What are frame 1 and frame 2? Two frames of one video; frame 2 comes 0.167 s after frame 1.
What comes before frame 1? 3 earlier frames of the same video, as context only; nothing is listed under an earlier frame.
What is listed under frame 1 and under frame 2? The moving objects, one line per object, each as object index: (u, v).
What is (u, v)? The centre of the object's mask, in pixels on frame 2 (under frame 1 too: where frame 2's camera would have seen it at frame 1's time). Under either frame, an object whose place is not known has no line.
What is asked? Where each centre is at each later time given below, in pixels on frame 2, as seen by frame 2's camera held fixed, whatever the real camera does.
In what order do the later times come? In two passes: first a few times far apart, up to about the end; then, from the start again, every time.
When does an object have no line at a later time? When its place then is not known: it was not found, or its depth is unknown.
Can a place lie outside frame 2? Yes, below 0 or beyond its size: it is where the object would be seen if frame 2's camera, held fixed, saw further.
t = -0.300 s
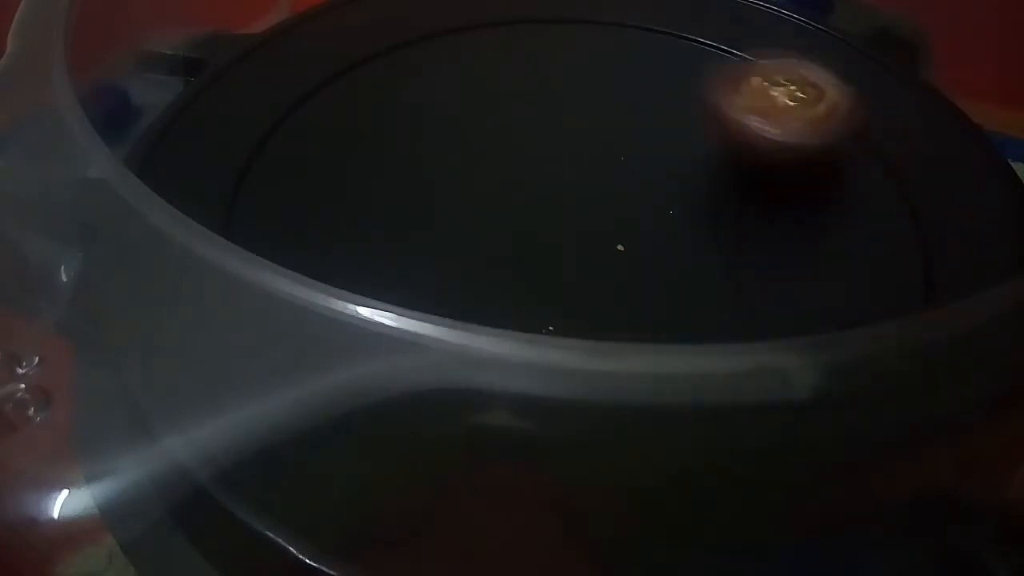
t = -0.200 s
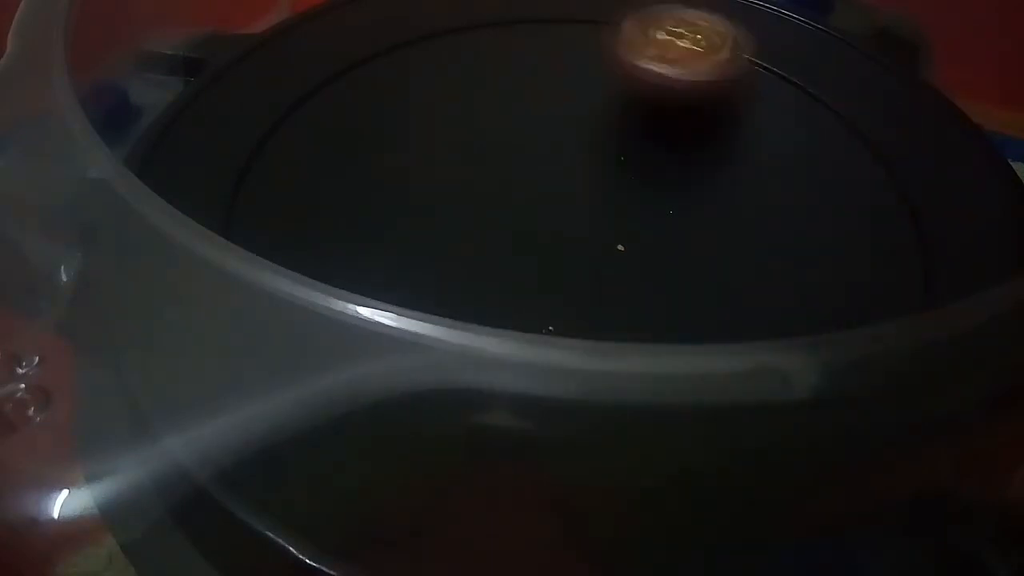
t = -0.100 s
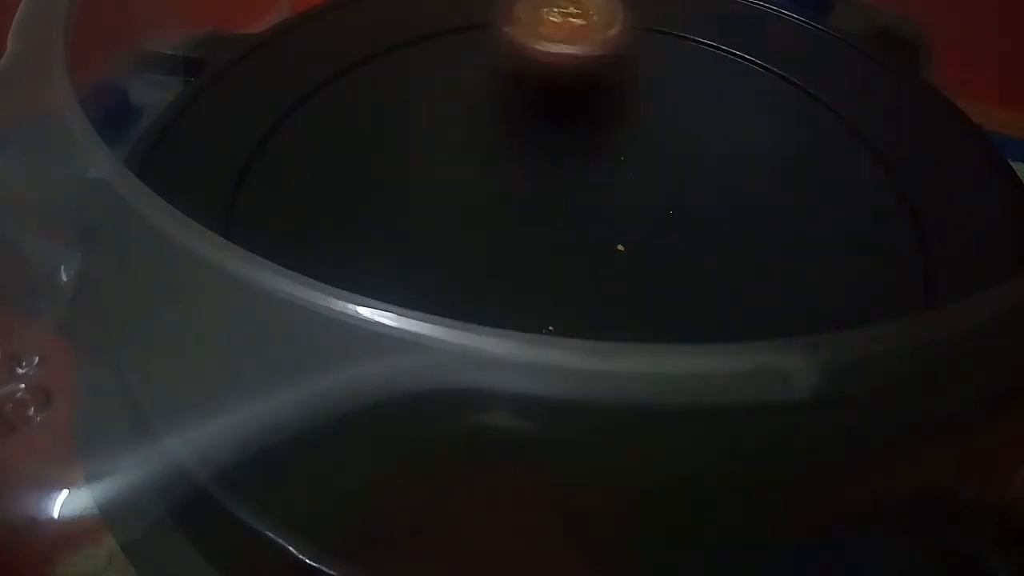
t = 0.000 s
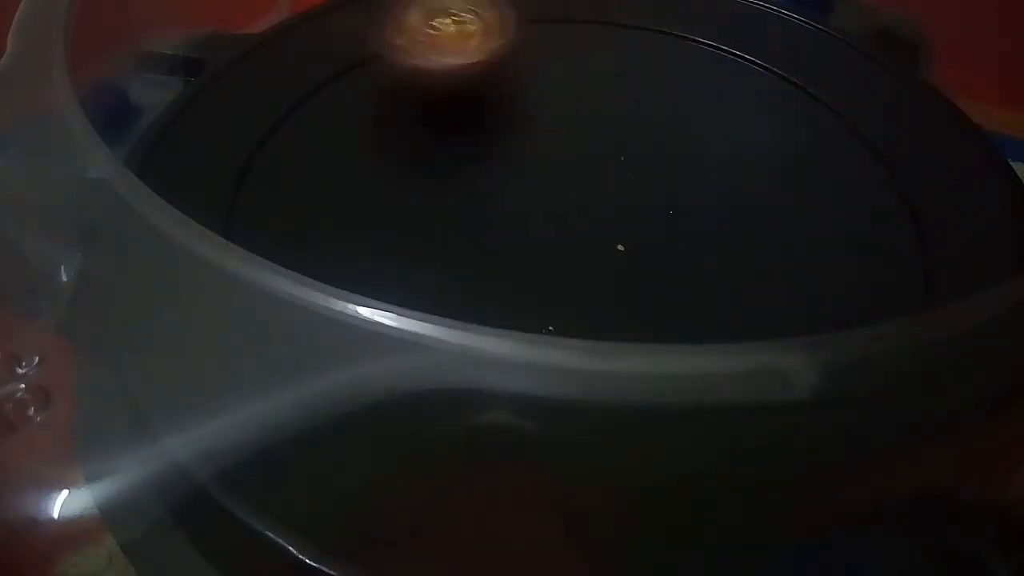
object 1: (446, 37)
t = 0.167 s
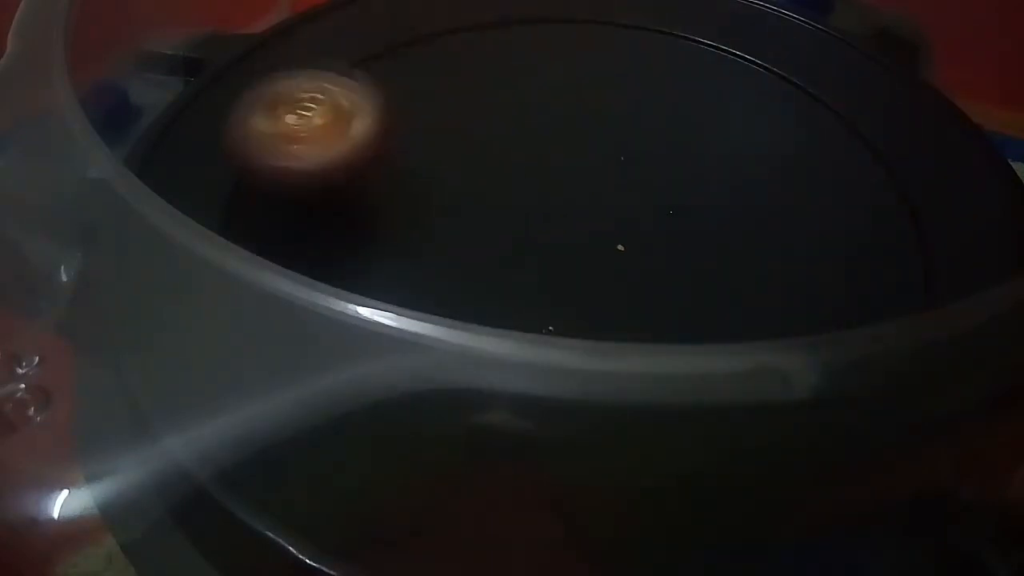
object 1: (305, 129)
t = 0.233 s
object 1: (290, 183)
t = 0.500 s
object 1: (594, 314)
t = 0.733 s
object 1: (813, 222)
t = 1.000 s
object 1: (670, 55)
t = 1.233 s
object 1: (436, 62)
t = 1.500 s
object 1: (369, 241)
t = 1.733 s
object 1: (648, 310)
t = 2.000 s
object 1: (785, 183)
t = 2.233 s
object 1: (639, 83)
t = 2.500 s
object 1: (453, 105)
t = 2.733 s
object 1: (449, 185)
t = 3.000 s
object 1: (556, 212)
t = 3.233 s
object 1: (591, 198)
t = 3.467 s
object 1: (576, 185)
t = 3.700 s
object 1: (558, 180)
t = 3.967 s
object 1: (559, 180)
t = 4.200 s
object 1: (565, 186)
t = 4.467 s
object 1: (561, 192)
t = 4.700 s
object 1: (557, 188)
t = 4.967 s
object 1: (559, 184)
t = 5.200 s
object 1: (561, 187)
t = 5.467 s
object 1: (562, 189)
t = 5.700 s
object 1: (561, 190)
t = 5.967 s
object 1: (561, 185)
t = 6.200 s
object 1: (561, 186)
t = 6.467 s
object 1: (560, 185)
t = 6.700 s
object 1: (560, 185)
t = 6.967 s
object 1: (561, 188)
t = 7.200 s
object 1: (560, 187)
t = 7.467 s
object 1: (560, 184)
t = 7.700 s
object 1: (561, 185)
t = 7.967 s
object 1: (560, 186)
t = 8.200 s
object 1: (560, 187)
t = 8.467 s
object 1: (559, 188)
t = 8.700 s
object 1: (560, 185)
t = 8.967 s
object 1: (561, 185)
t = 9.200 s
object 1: (562, 184)
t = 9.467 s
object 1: (559, 187)
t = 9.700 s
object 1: (559, 189)
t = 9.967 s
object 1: (559, 189)
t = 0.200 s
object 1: (293, 158)
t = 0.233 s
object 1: (290, 183)
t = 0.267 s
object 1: (303, 209)
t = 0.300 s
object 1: (325, 232)
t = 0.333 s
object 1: (353, 253)
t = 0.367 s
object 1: (392, 273)
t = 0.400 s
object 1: (437, 288)
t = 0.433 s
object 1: (489, 302)
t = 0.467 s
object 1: (542, 311)
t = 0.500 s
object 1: (594, 314)
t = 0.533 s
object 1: (644, 314)
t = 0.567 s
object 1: (690, 310)
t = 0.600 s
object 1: (729, 301)
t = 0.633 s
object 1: (761, 288)
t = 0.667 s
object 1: (789, 271)
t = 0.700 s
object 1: (805, 247)
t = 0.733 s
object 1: (813, 222)
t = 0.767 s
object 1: (813, 195)
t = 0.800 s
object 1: (806, 166)
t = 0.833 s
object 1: (794, 145)
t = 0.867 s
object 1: (779, 118)
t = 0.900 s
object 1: (756, 98)
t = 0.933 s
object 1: (731, 80)
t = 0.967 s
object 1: (702, 67)
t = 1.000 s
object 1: (670, 55)
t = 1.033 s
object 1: (637, 47)
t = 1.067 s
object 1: (604, 40)
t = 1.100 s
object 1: (571, 39)
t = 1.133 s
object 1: (536, 39)
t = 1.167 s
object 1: (502, 42)
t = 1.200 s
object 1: (468, 50)
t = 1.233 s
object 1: (436, 62)
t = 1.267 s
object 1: (407, 77)
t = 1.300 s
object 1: (384, 94)
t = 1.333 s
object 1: (364, 113)
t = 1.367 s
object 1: (350, 141)
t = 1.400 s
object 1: (341, 165)
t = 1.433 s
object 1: (339, 190)
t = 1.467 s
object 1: (348, 219)
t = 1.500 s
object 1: (369, 241)
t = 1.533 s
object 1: (396, 260)
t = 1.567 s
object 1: (431, 277)
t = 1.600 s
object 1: (470, 290)
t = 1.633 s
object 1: (514, 300)
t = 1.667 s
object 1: (560, 307)
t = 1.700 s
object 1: (604, 311)
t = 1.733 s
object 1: (648, 310)
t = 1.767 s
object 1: (687, 306)
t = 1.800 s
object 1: (722, 299)
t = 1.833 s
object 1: (753, 288)
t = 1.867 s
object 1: (774, 272)
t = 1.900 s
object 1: (788, 251)
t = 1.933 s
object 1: (793, 230)
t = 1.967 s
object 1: (792, 206)
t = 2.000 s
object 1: (785, 183)
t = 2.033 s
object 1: (773, 165)
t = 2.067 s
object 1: (757, 147)
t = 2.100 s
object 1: (737, 126)
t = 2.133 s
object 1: (715, 111)
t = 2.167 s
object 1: (690, 99)
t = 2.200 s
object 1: (666, 91)
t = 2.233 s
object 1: (639, 83)
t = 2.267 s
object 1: (613, 77)
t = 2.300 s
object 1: (586, 72)
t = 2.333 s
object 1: (560, 73)
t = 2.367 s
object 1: (535, 74)
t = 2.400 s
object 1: (511, 79)
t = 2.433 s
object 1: (489, 85)
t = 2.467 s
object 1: (469, 93)
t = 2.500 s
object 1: (453, 105)
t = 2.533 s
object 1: (440, 116)
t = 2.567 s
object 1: (431, 127)
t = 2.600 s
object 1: (427, 139)
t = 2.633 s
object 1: (427, 152)
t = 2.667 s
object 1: (432, 164)
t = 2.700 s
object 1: (439, 174)
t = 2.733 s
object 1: (449, 185)
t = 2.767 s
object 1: (461, 193)
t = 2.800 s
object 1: (475, 200)
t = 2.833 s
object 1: (490, 205)
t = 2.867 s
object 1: (504, 208)
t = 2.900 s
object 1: (518, 211)
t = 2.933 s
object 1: (532, 210)
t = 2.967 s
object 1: (544, 212)
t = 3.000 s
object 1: (556, 212)
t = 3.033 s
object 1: (565, 210)
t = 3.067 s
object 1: (573, 209)
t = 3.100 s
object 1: (580, 206)
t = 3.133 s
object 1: (586, 206)
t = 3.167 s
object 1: (588, 203)
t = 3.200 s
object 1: (590, 200)
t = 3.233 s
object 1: (591, 198)
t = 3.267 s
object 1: (592, 194)
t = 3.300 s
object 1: (591, 192)
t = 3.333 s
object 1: (588, 191)
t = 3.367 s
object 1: (586, 189)
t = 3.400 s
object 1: (583, 186)
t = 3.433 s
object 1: (579, 186)
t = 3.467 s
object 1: (576, 185)
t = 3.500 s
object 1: (573, 184)
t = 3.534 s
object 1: (569, 181)
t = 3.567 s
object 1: (566, 182)
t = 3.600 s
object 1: (563, 181)
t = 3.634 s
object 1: (561, 181)
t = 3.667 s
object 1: (559, 181)
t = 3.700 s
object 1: (558, 180)
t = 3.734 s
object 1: (557, 179)
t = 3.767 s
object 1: (556, 180)
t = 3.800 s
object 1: (556, 180)
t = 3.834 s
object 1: (556, 179)
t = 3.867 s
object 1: (556, 180)
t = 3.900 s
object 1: (557, 179)
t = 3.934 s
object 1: (558, 181)
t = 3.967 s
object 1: (559, 180)
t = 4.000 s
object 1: (560, 182)
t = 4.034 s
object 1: (561, 182)
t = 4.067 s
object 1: (562, 184)
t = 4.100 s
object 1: (563, 184)
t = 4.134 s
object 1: (563, 185)
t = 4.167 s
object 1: (564, 186)
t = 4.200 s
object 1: (565, 186)
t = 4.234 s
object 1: (564, 189)
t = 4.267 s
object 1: (564, 190)
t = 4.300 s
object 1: (565, 189)
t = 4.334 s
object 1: (564, 191)
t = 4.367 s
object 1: (564, 192)
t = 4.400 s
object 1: (563, 192)
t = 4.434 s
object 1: (562, 193)
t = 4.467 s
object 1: (561, 192)
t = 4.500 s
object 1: (561, 192)
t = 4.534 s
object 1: (560, 192)
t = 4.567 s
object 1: (559, 190)
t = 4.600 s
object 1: (559, 190)
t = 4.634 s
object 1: (558, 189)
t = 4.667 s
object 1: (558, 189)
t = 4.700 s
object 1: (557, 188)
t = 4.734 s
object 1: (557, 189)
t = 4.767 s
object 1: (558, 188)
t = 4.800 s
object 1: (557, 186)
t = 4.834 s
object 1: (557, 187)
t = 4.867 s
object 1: (558, 187)
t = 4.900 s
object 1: (558, 186)
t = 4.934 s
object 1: (559, 185)
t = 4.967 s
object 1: (559, 184)
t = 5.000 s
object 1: (560, 184)
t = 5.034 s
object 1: (560, 184)
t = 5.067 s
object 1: (560, 185)
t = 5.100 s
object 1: (561, 186)
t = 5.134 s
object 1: (561, 186)
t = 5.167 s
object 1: (561, 187)
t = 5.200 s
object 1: (561, 187)
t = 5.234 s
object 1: (561, 187)
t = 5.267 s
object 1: (561, 186)
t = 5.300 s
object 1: (561, 187)
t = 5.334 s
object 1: (561, 188)
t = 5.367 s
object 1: (562, 187)
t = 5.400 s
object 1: (562, 189)
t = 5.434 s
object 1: (562, 189)
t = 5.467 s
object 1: (562, 189)
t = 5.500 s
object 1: (562, 189)
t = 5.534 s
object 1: (562, 190)
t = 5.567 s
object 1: (561, 190)
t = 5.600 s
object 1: (561, 191)
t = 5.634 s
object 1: (561, 190)
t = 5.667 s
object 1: (561, 190)
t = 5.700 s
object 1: (561, 190)
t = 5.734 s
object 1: (560, 189)
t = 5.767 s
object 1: (560, 189)
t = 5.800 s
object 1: (560, 190)
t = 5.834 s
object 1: (561, 189)
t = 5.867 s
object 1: (561, 188)
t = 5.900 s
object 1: (561, 188)
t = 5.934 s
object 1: (561, 188)
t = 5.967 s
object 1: (561, 185)
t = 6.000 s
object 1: (561, 187)
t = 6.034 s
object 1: (561, 187)
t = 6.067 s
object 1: (561, 186)
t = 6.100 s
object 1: (561, 186)
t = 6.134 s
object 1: (561, 185)
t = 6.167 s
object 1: (561, 183)
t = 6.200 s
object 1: (561, 186)
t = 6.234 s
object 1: (561, 186)
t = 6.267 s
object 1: (561, 185)
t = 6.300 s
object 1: (561, 186)
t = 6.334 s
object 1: (561, 186)
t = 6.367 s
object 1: (560, 185)
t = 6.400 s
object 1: (560, 186)
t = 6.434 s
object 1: (560, 184)
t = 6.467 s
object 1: (560, 185)
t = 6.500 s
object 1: (560, 185)
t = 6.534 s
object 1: (560, 184)
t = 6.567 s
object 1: (560, 184)
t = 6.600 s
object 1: (560, 185)
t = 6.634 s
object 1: (560, 185)
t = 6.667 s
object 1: (559, 185)
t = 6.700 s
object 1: (560, 185)
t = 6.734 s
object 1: (559, 186)
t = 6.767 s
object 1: (559, 186)
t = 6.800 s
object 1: (560, 185)
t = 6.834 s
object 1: (560, 186)
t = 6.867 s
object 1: (560, 186)
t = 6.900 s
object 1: (560, 187)
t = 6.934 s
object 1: (560, 188)
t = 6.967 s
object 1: (561, 188)
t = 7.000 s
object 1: (561, 188)
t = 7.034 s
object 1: (561, 188)
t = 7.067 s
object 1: (560, 186)
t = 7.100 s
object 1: (560, 188)
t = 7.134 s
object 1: (560, 187)
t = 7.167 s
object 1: (560, 187)
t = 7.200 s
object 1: (560, 187)
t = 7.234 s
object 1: (560, 187)
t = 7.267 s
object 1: (560, 186)
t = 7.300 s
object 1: (560, 186)
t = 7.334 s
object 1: (560, 187)
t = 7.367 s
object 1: (560, 185)
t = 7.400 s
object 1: (559, 185)
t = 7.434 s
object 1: (560, 186)
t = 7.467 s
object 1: (560, 184)
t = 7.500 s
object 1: (560, 186)
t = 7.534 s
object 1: (560, 185)
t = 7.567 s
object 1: (560, 186)
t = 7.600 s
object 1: (561, 185)
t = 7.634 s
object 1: (560, 186)
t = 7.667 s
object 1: (561, 184)
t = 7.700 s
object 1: (561, 185)
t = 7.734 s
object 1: (561, 185)
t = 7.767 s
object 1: (561, 184)
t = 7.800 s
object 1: (561, 185)
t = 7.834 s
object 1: (561, 183)
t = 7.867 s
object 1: (561, 186)
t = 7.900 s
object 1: (561, 184)
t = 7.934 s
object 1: (560, 186)
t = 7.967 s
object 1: (560, 186)
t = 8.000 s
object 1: (560, 186)
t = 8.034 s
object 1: (560, 185)
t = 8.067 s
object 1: (559, 186)
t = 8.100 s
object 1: (560, 187)
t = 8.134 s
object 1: (559, 186)
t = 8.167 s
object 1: (560, 188)
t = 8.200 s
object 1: (560, 187)
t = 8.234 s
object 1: (560, 187)
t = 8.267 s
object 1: (560, 188)
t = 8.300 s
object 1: (560, 189)
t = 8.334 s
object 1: (560, 188)
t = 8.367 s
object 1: (560, 189)
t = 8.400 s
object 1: (559, 189)
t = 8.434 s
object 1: (559, 188)
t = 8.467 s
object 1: (559, 188)
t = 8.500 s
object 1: (559, 188)
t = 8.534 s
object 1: (559, 188)
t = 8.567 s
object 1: (560, 188)
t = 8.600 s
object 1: (559, 188)
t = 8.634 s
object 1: (560, 187)
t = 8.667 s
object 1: (559, 187)
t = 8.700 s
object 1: (560, 185)
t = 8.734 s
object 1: (559, 187)
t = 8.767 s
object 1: (560, 185)
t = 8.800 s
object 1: (560, 187)
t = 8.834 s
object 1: (560, 184)
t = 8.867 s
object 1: (560, 184)
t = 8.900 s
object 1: (561, 185)
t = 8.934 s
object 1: (561, 184)
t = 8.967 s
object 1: (561, 185)
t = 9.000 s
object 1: (561, 184)
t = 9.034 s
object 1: (561, 185)
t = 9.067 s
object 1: (561, 185)
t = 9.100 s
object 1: (561, 185)
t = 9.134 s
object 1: (561, 184)
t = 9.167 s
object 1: (561, 186)
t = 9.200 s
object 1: (562, 184)
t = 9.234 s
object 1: (561, 186)
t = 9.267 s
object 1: (561, 186)
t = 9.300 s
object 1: (561, 185)
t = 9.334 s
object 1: (561, 185)
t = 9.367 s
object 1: (560, 187)
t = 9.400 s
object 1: (560, 187)
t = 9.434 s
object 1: (560, 188)
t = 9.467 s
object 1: (559, 187)
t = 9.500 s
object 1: (559, 188)
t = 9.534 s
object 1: (559, 188)
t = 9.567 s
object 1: (559, 189)
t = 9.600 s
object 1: (559, 189)
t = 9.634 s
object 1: (559, 189)
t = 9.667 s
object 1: (559, 189)
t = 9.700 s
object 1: (559, 189)
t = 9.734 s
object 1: (559, 189)
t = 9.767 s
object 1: (560, 189)
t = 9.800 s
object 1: (559, 188)
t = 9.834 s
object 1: (559, 187)
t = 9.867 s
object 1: (560, 189)
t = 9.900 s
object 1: (560, 189)
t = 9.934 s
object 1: (560, 188)
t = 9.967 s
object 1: (559, 189)
